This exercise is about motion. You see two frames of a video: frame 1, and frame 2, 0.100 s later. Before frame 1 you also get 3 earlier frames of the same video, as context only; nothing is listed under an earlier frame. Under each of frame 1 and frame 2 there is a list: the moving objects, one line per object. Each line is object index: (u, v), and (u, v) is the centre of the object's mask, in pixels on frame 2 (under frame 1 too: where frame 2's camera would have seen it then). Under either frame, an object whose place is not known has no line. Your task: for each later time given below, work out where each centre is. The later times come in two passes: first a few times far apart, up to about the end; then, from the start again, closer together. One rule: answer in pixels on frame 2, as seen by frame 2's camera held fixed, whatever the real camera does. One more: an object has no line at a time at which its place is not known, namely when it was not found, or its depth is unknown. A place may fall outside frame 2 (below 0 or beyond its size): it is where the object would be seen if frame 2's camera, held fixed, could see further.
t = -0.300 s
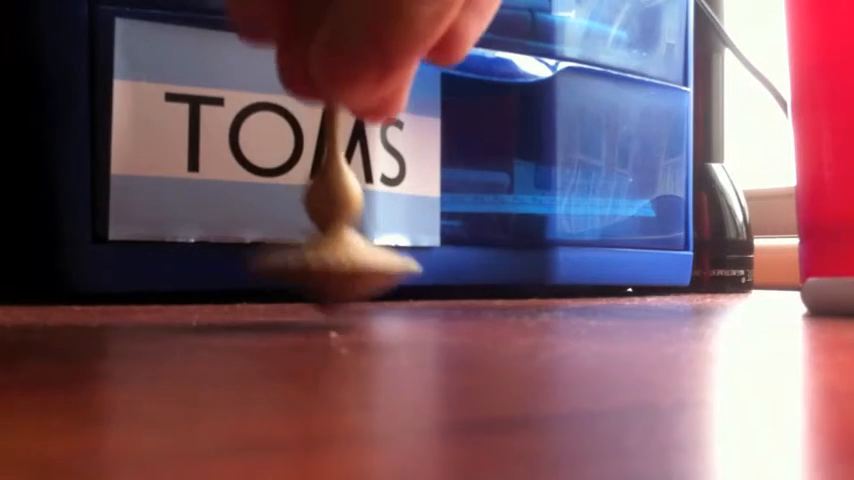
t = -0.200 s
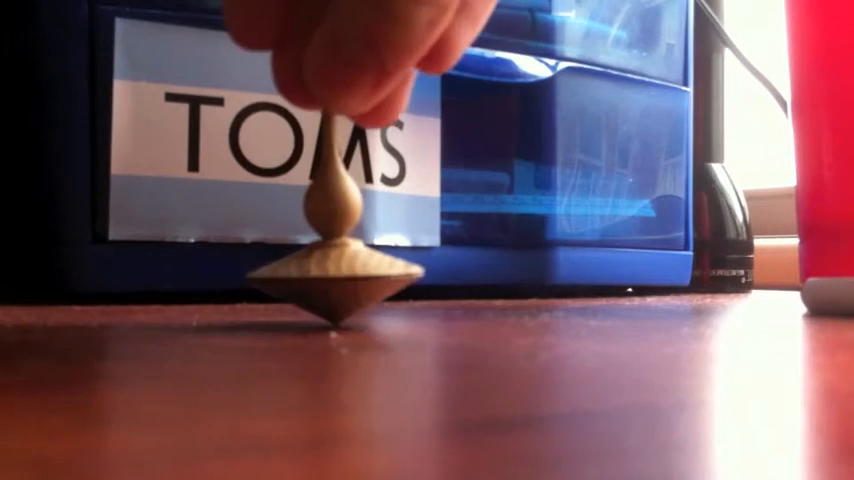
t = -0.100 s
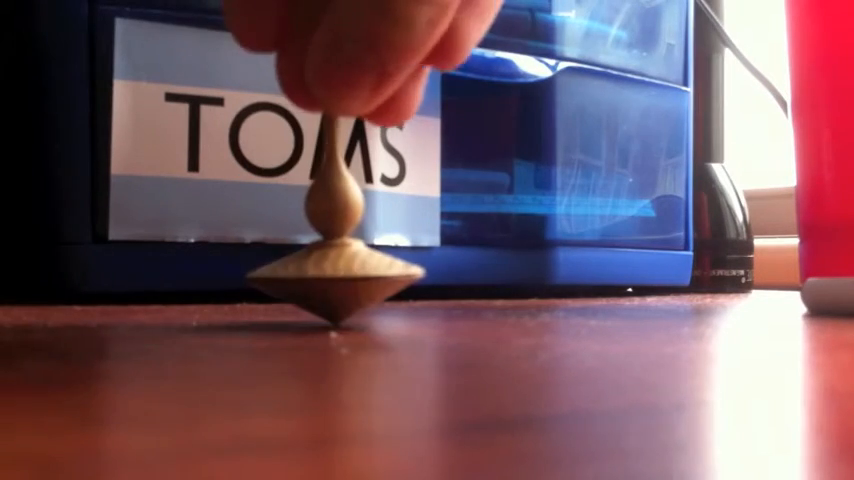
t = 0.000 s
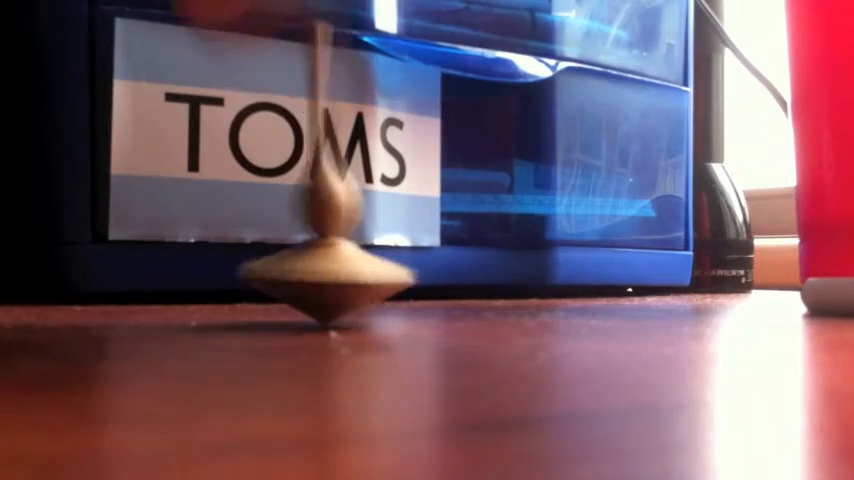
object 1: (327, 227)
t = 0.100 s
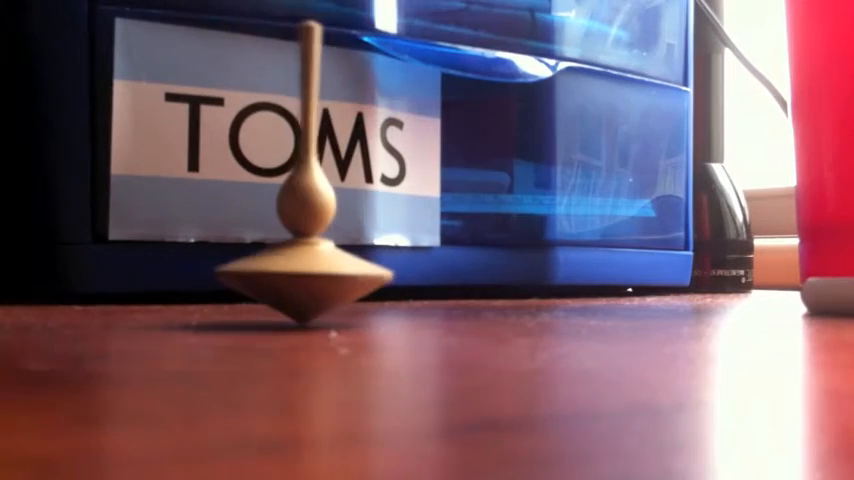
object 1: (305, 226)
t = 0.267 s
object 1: (300, 225)
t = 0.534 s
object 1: (294, 226)
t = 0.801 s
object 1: (289, 225)
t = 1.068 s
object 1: (290, 226)
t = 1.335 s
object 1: (294, 226)
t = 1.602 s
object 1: (295, 226)
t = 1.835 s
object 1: (295, 225)
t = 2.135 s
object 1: (294, 225)
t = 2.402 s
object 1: (295, 226)
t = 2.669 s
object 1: (298, 224)
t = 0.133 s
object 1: (303, 226)
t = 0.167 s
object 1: (303, 225)
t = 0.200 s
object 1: (303, 226)
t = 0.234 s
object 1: (301, 226)
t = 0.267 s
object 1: (300, 225)
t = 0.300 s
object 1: (300, 225)
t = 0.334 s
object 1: (298, 225)
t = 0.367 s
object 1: (298, 226)
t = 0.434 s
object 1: (296, 225)
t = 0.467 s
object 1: (294, 225)
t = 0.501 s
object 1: (294, 225)
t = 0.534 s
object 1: (294, 226)
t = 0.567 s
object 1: (294, 225)
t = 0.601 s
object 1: (294, 225)
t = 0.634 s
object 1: (295, 225)
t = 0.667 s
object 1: (295, 225)
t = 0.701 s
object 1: (294, 224)
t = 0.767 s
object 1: (291, 225)
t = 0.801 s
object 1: (289, 225)
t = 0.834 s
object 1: (290, 225)
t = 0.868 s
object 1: (291, 225)
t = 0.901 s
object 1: (292, 225)
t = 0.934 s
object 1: (291, 225)
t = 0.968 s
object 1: (290, 225)
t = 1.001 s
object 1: (291, 226)
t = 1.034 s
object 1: (290, 226)
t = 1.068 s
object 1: (290, 226)
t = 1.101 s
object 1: (292, 225)
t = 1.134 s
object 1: (292, 226)
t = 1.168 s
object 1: (294, 226)
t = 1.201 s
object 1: (295, 224)
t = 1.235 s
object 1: (294, 225)
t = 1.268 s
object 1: (294, 226)
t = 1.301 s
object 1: (295, 225)
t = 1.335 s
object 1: (294, 226)
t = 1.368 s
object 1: (293, 225)
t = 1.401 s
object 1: (293, 227)
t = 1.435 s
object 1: (292, 226)
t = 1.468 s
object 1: (292, 226)
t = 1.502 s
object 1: (292, 226)
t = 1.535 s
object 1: (294, 225)
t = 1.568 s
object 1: (294, 226)
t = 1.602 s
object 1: (295, 226)
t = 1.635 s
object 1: (295, 226)
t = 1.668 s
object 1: (296, 226)
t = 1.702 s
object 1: (295, 226)
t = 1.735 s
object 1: (295, 224)
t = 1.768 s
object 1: (295, 224)
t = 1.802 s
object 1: (294, 226)
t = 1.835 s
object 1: (295, 225)
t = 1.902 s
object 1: (294, 223)
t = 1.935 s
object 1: (294, 224)
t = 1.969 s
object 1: (295, 225)
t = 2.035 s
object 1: (294, 224)
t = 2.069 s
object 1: (294, 225)
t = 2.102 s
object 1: (293, 226)
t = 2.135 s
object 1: (294, 225)
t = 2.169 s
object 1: (293, 226)
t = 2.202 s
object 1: (293, 226)
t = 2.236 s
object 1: (294, 224)
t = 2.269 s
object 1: (293, 226)
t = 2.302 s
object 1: (293, 226)
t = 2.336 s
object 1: (295, 226)
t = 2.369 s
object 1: (295, 225)
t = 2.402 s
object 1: (295, 226)
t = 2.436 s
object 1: (296, 225)
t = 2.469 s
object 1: (297, 225)
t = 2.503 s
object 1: (295, 226)
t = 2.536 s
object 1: (294, 224)
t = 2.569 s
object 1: (295, 226)
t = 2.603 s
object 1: (296, 224)
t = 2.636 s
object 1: (296, 222)
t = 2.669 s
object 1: (298, 224)
